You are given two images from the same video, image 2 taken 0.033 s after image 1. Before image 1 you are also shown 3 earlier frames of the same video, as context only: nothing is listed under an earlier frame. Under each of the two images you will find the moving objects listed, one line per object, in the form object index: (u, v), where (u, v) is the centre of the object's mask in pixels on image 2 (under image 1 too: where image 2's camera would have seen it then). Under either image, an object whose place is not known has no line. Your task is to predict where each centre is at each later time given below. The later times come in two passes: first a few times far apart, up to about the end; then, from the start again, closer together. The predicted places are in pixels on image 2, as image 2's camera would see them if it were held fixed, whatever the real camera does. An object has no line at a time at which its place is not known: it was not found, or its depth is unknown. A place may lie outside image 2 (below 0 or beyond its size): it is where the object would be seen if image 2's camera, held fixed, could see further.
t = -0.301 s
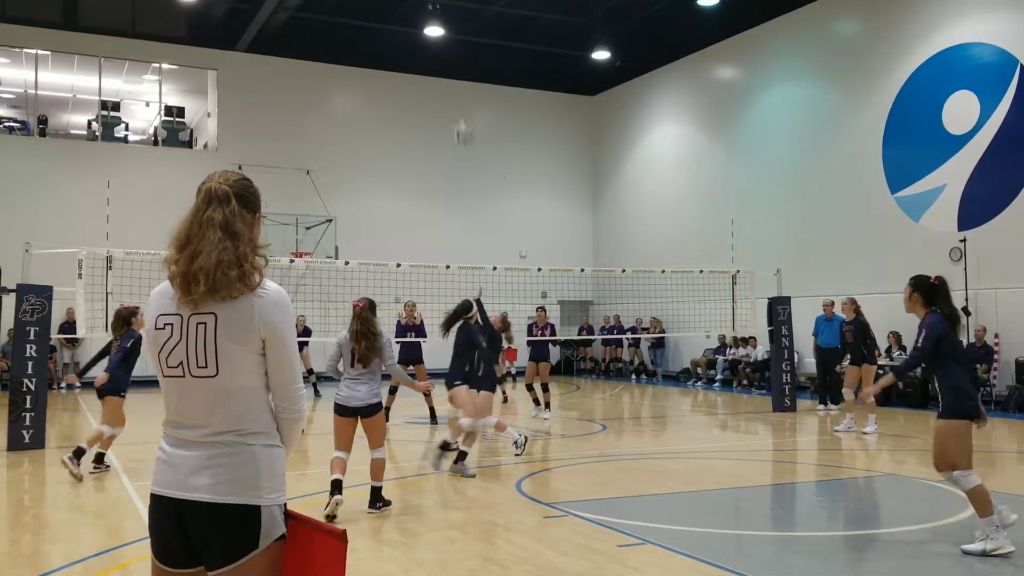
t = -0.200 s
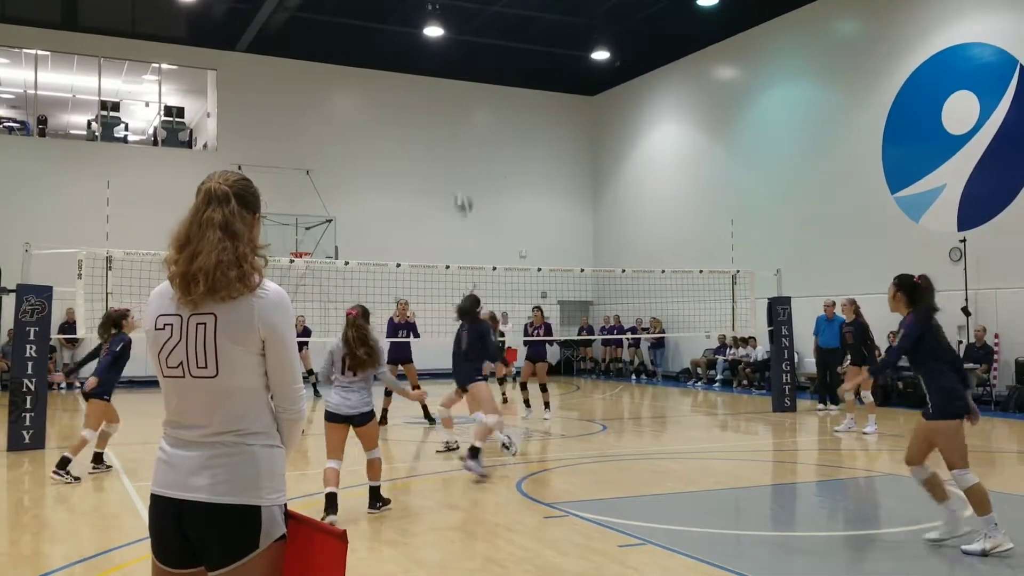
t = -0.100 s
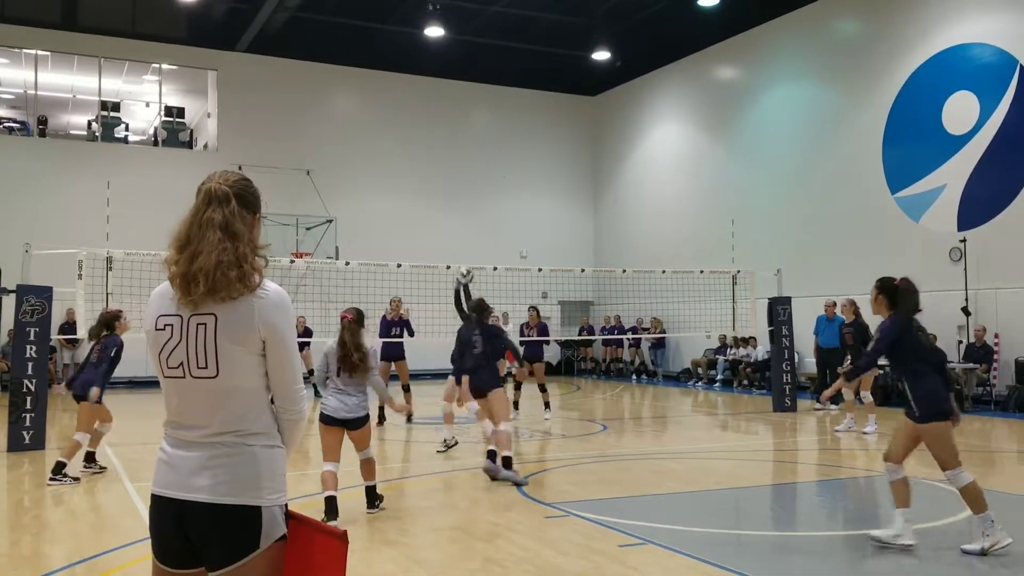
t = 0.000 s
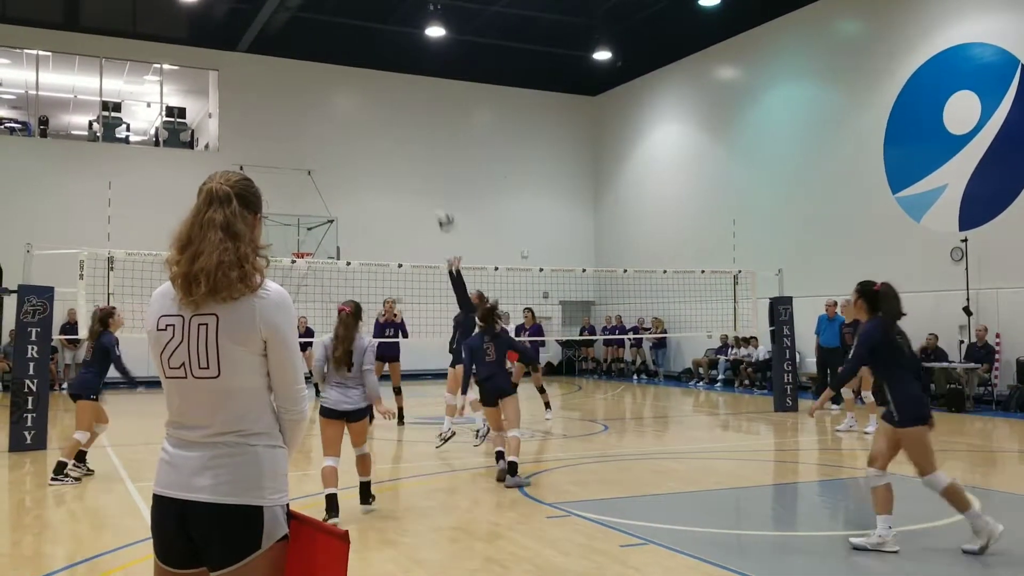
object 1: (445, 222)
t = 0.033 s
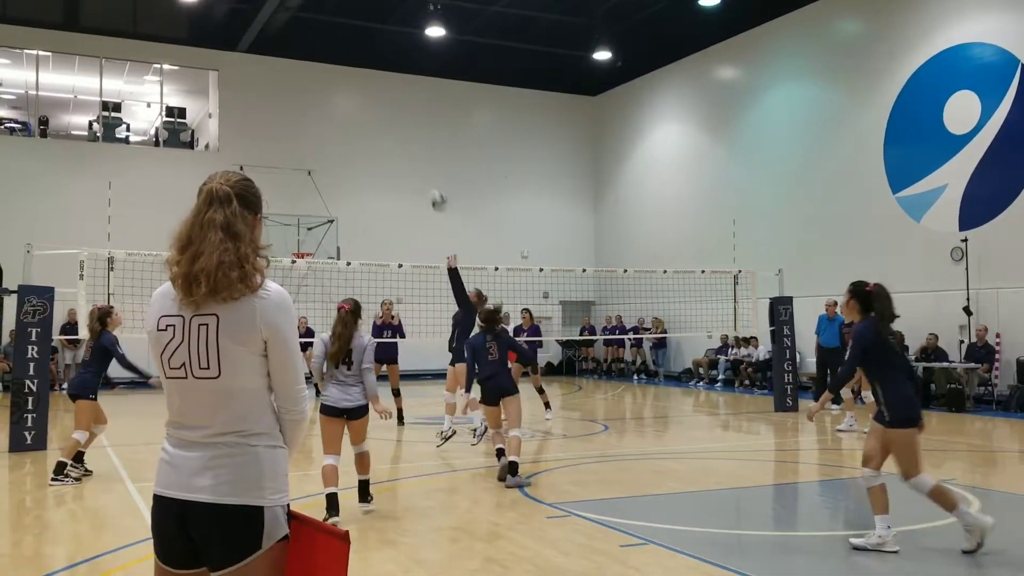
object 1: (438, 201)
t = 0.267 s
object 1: (387, 91)
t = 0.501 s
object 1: (337, 31)
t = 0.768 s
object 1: (282, 21)
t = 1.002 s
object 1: (233, 64)
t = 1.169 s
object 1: (207, 130)
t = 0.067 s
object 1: (431, 182)
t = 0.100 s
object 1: (424, 163)
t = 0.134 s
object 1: (417, 147)
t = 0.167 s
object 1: (409, 131)
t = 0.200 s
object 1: (402, 117)
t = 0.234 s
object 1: (395, 103)
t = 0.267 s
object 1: (387, 91)
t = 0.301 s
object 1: (379, 79)
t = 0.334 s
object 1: (372, 69)
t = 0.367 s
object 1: (365, 59)
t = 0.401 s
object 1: (358, 51)
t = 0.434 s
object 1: (351, 43)
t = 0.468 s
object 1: (344, 37)
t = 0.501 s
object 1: (337, 31)
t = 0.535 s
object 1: (331, 27)
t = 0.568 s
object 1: (324, 22)
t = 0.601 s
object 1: (317, 20)
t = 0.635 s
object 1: (309, 18)
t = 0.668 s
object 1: (303, 17)
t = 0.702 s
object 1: (296, 17)
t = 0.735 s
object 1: (289, 19)
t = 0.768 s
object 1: (282, 21)
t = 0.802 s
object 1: (275, 24)
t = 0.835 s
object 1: (268, 28)
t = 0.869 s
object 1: (261, 34)
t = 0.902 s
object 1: (255, 40)
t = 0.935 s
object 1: (248, 47)
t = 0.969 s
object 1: (240, 55)
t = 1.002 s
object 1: (233, 64)
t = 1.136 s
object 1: (208, 117)
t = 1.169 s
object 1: (207, 130)
